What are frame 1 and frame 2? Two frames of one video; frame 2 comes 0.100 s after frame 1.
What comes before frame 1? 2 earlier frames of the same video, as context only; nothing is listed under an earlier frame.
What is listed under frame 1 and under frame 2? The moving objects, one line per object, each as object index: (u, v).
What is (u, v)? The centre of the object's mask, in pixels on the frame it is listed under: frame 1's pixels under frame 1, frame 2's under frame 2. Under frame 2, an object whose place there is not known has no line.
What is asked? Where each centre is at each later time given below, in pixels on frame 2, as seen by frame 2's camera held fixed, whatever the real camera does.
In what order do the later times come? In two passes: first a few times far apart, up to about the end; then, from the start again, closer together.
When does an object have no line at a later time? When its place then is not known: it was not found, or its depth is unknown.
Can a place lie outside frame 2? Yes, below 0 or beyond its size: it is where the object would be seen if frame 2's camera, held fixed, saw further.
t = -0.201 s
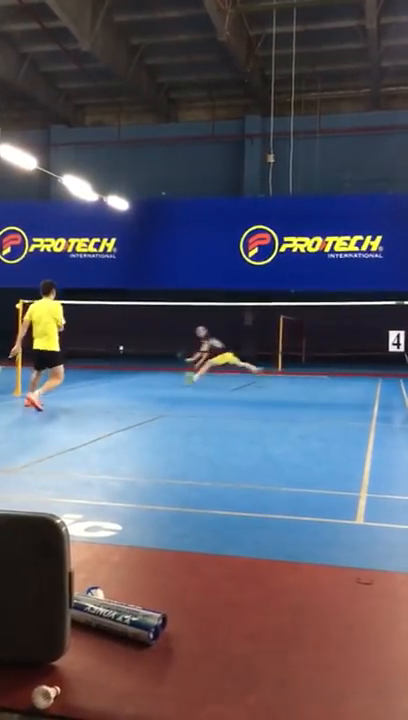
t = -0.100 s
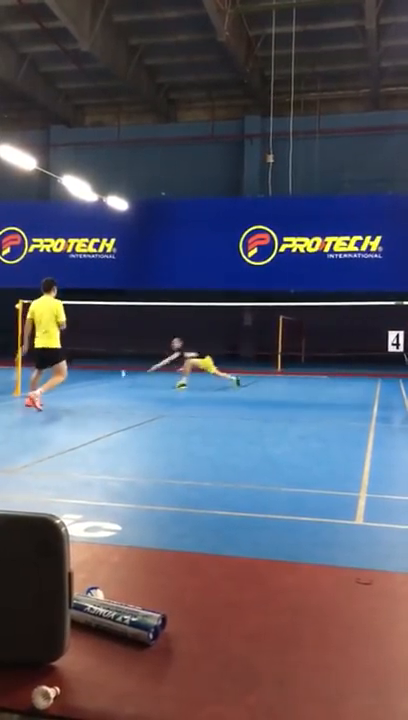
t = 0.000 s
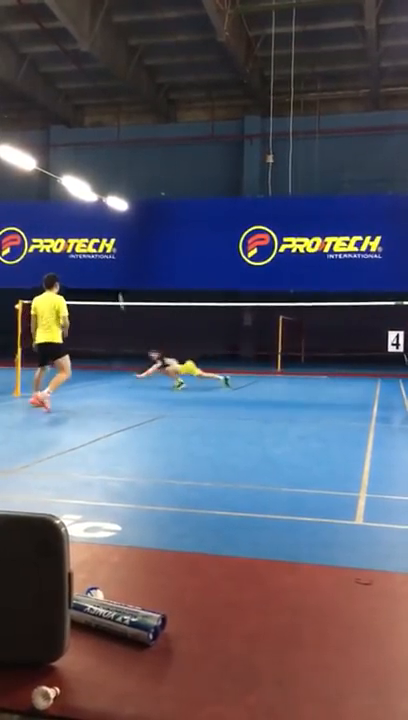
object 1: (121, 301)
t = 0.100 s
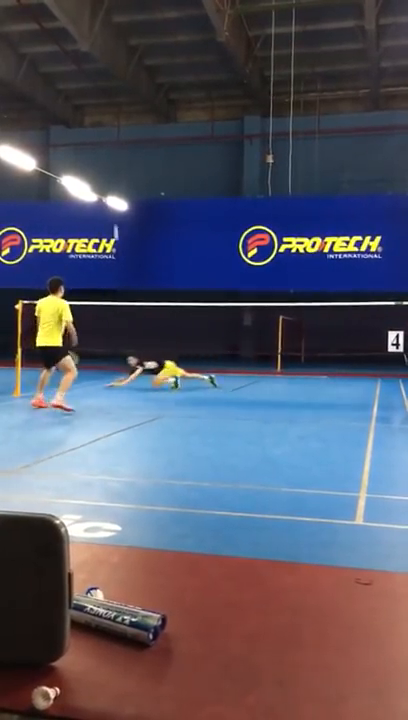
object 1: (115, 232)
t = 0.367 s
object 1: (105, 102)
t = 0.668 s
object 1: (92, 29)
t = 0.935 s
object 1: (77, 32)
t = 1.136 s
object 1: (63, 86)
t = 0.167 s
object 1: (112, 191)
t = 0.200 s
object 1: (112, 176)
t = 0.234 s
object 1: (110, 159)
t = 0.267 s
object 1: (109, 144)
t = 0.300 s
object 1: (108, 128)
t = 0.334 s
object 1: (107, 115)
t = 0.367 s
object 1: (105, 102)
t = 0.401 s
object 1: (104, 90)
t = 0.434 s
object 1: (102, 80)
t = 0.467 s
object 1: (101, 69)
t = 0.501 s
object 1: (99, 60)
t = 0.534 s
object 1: (98, 52)
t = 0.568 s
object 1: (96, 45)
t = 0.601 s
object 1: (95, 38)
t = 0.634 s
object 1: (94, 33)
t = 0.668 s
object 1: (92, 29)
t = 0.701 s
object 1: (90, 25)
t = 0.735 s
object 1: (89, 23)
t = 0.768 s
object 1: (86, 21)
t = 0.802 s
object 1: (85, 21)
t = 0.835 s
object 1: (83, 21)
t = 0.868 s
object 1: (81, 24)
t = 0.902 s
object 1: (79, 27)
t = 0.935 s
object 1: (77, 32)
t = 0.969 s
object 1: (74, 38)
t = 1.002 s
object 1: (71, 45)
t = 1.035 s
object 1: (69, 53)
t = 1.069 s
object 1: (67, 63)
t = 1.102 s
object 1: (65, 73)
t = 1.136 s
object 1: (63, 86)
